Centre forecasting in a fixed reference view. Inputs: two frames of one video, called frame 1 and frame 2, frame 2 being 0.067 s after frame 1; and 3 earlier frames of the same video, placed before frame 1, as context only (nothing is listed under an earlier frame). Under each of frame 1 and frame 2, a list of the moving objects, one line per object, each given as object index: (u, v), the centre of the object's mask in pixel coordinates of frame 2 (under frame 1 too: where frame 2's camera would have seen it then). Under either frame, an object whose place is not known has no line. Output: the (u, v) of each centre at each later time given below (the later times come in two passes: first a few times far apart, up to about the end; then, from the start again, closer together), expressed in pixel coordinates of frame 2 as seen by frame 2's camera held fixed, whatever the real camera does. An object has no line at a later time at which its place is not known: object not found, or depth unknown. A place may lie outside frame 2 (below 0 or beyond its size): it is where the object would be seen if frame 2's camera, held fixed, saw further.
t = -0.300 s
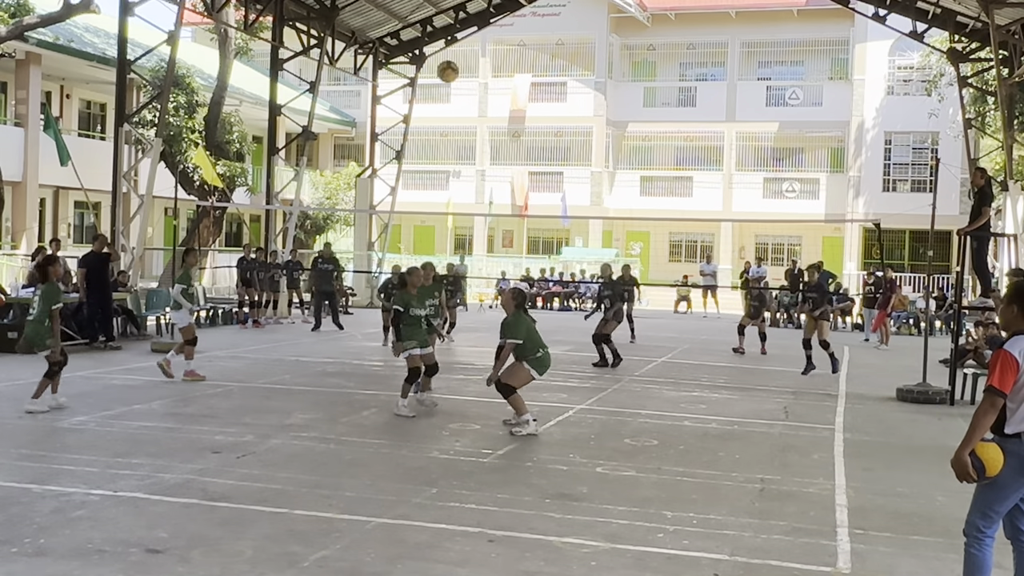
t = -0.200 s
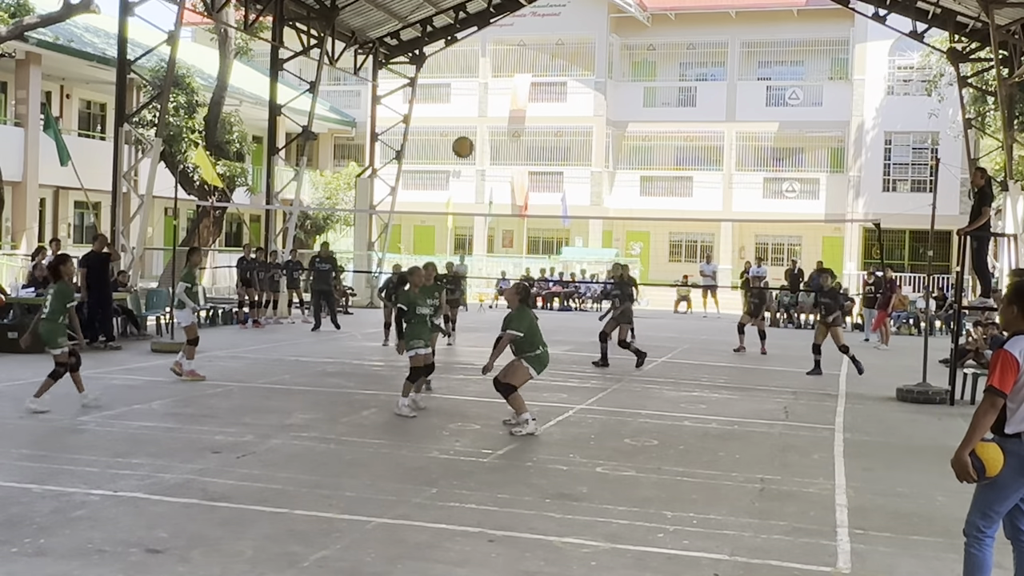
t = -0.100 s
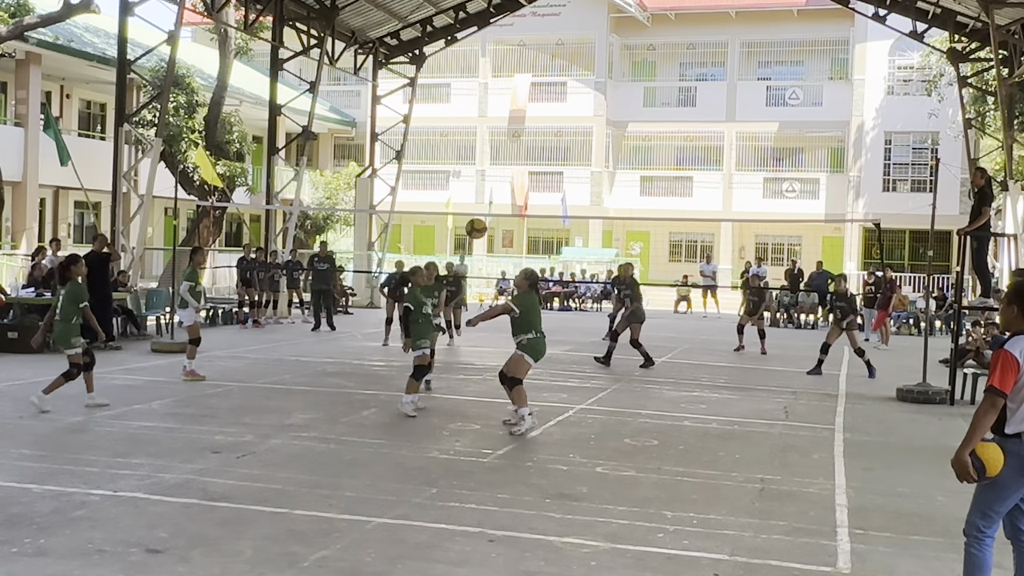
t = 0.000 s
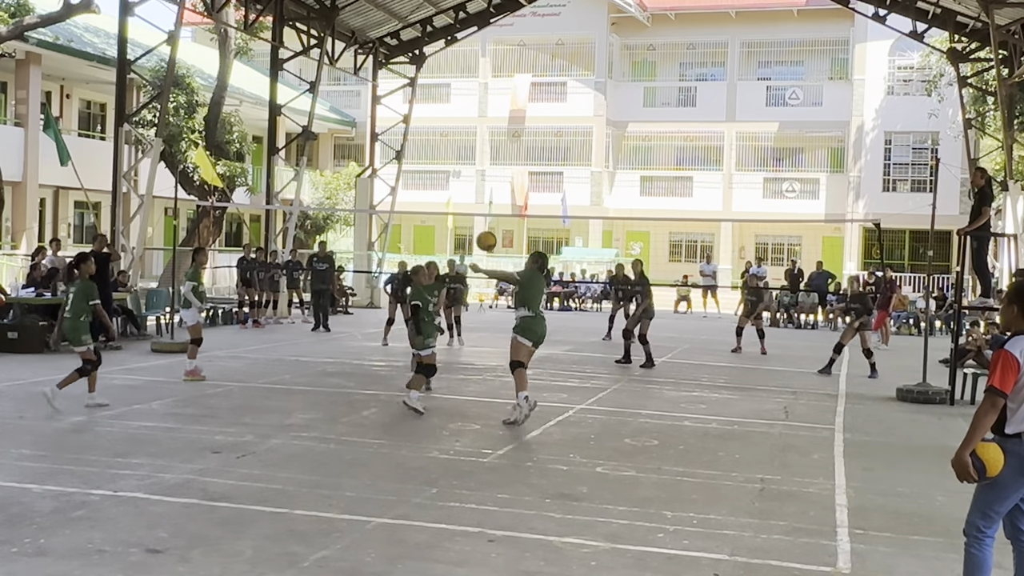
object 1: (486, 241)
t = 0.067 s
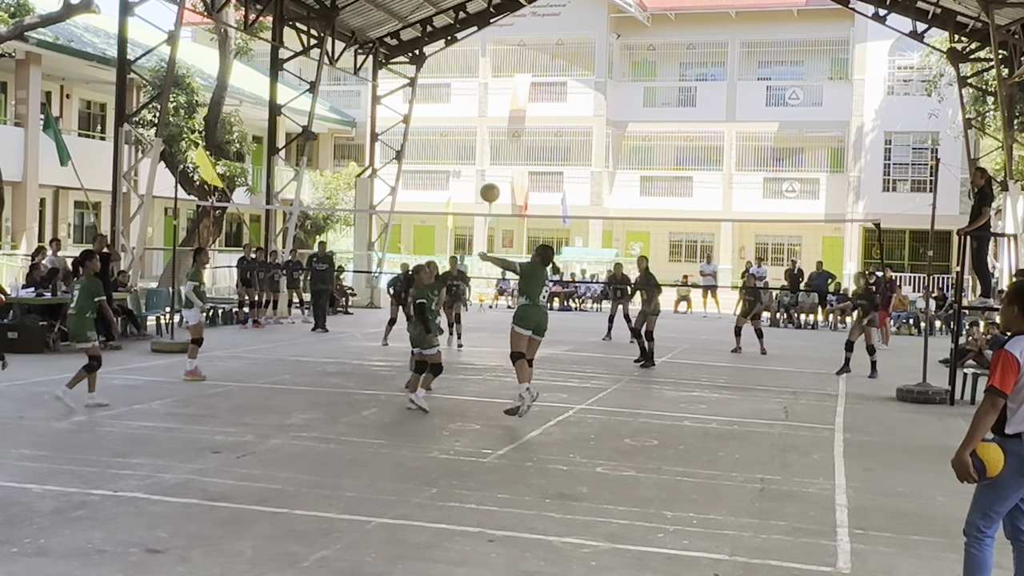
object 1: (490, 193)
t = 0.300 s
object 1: (496, 81)
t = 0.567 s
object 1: (499, 35)
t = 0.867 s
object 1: (499, 52)
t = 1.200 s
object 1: (494, 130)
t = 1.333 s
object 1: (491, 173)
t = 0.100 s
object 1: (491, 171)
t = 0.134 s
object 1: (492, 152)
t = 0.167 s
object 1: (493, 135)
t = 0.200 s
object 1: (494, 119)
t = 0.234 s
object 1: (495, 105)
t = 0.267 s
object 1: (496, 92)
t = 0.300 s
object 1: (496, 81)
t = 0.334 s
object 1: (497, 71)
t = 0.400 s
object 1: (498, 55)
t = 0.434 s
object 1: (498, 49)
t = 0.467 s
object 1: (498, 44)
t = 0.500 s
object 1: (499, 40)
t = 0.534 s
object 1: (499, 37)
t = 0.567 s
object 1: (499, 35)
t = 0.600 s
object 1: (500, 33)
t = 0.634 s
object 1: (500, 33)
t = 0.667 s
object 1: (500, 33)
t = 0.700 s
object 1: (500, 35)
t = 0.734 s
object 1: (500, 37)
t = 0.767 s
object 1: (500, 39)
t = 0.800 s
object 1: (500, 43)
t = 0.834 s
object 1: (500, 47)
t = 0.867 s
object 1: (499, 52)
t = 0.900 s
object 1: (499, 57)
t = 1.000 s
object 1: (498, 77)
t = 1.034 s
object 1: (497, 85)
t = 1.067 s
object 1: (497, 93)
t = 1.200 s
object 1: (494, 130)
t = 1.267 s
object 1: (493, 151)
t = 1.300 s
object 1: (492, 162)
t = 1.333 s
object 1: (491, 173)
